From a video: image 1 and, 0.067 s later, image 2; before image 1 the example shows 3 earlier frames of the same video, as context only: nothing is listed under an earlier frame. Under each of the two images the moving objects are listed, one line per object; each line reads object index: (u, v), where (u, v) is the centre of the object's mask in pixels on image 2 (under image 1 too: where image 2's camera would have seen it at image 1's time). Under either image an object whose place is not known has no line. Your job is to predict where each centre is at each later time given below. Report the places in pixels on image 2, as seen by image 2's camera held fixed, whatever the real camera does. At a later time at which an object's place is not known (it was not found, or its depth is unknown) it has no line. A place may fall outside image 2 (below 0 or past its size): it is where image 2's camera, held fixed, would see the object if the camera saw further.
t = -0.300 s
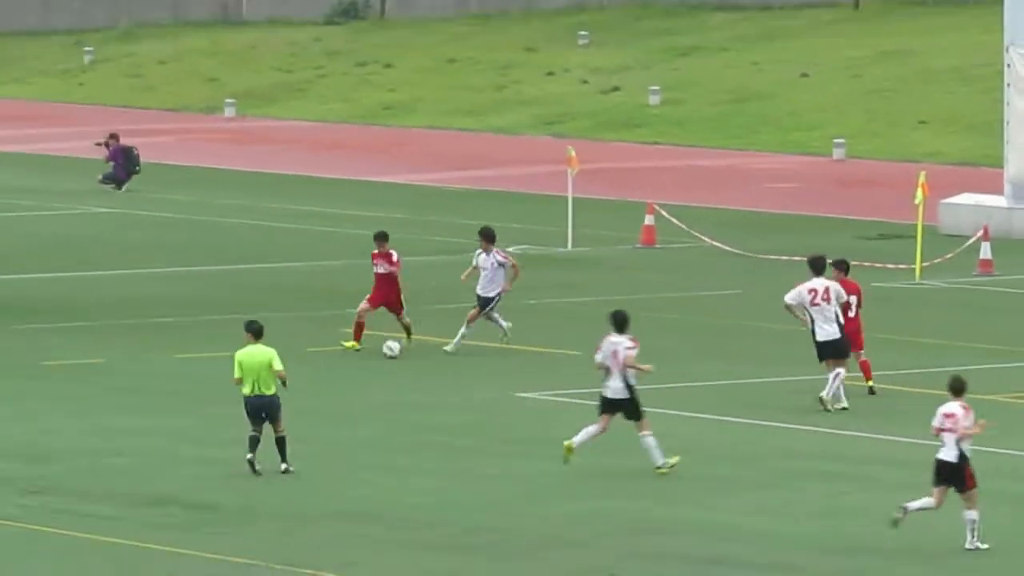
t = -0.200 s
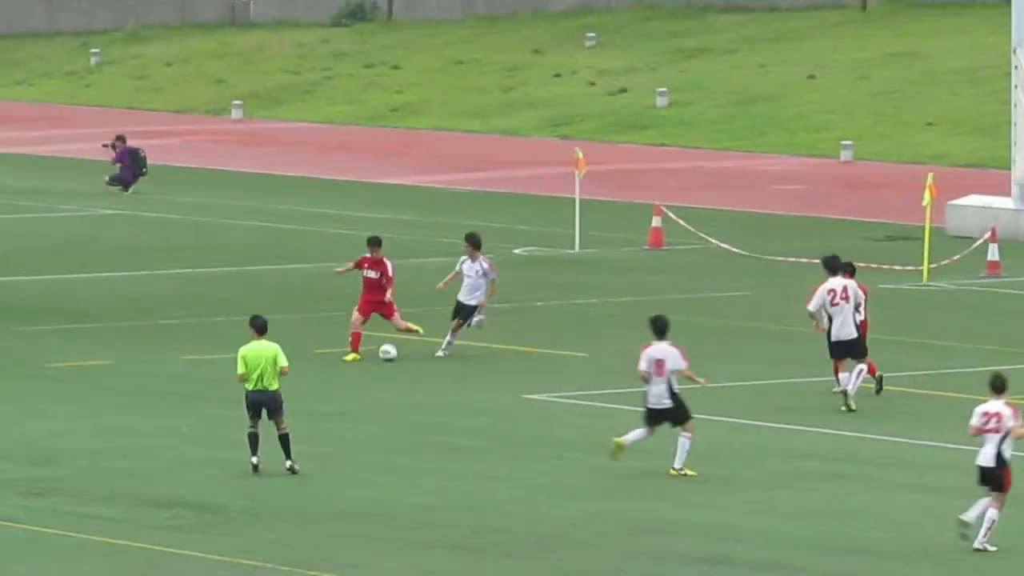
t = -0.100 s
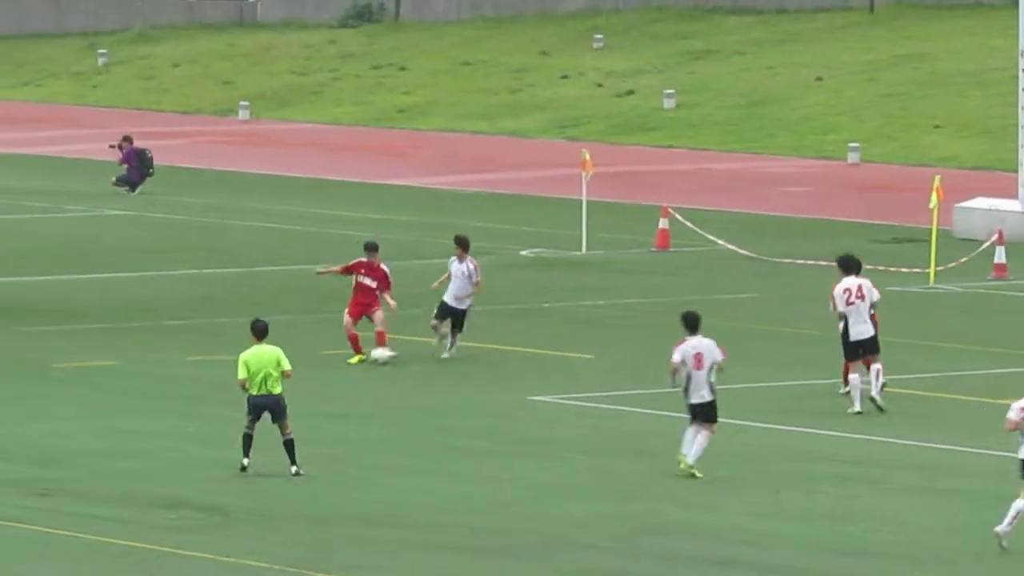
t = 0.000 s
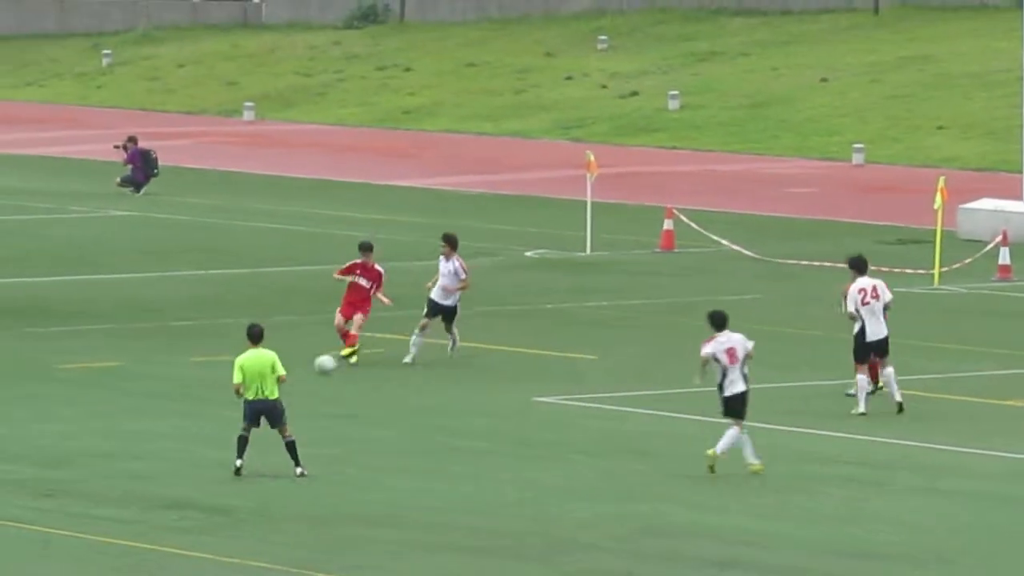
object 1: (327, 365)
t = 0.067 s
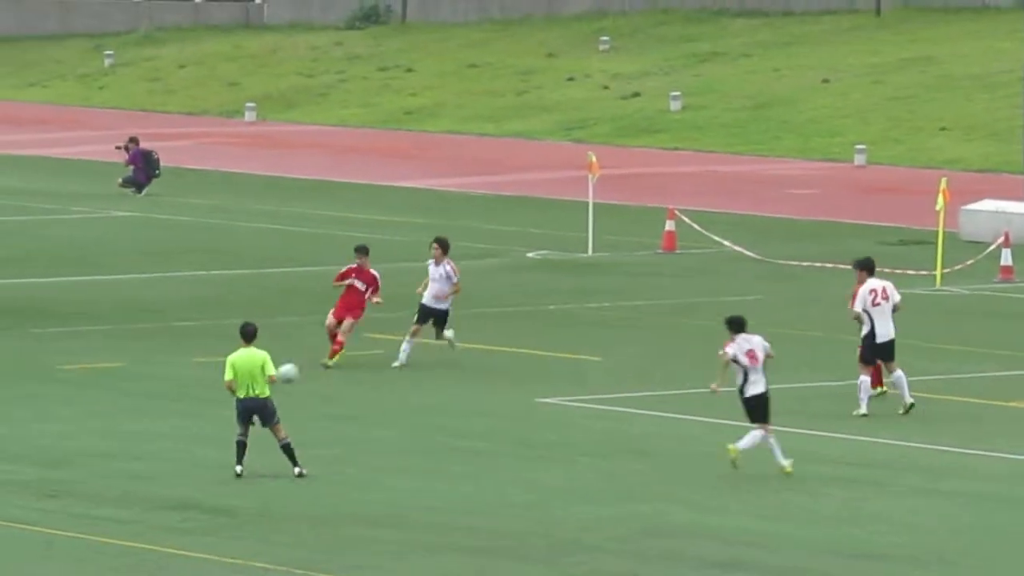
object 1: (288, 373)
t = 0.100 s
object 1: (274, 373)
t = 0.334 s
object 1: (144, 396)
